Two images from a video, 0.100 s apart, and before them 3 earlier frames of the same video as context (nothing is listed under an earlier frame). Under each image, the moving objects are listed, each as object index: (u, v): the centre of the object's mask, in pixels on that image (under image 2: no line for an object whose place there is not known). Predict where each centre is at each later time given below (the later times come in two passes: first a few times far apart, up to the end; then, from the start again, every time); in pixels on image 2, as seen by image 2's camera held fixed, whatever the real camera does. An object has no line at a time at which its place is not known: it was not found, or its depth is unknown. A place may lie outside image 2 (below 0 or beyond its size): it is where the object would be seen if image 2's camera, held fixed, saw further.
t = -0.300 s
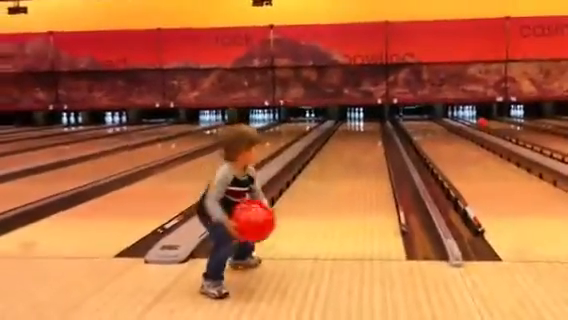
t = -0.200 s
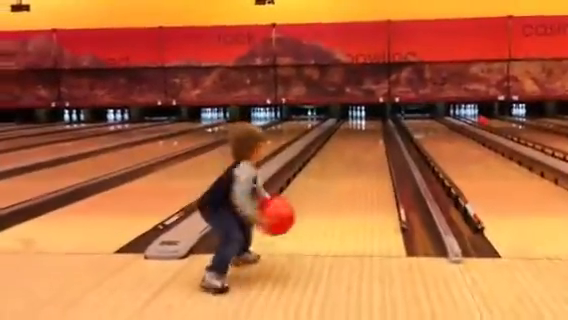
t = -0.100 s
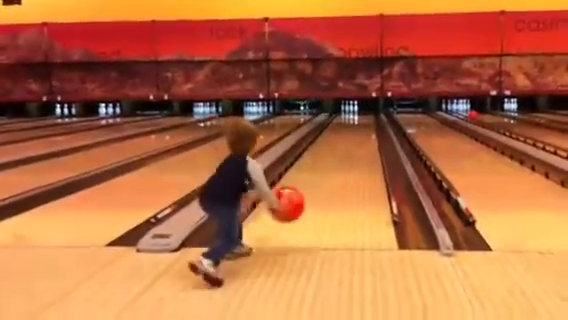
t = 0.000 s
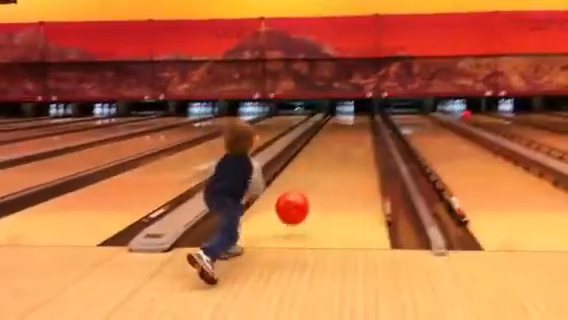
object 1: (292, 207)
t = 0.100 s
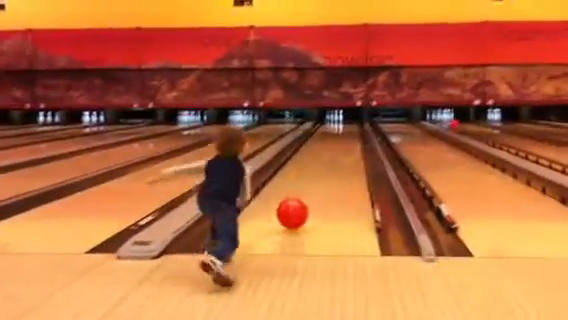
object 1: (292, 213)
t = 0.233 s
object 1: (303, 202)
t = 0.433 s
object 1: (317, 189)
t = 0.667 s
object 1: (329, 177)
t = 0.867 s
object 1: (337, 170)
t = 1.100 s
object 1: (345, 162)
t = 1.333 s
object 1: (351, 156)
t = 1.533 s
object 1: (355, 151)
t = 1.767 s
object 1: (355, 147)
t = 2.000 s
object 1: (352, 142)
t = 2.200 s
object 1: (351, 140)
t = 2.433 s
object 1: (350, 139)
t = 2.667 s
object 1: (347, 135)
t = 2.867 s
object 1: (346, 134)
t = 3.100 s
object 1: (344, 132)
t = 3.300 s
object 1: (342, 131)
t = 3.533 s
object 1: (342, 128)
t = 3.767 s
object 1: (341, 127)
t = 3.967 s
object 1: (341, 126)
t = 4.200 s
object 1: (340, 126)
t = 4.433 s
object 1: (340, 125)
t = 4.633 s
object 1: (340, 124)
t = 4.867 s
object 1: (339, 122)
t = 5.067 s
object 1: (338, 122)
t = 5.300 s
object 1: (339, 121)
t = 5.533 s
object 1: (339, 121)
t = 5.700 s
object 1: (338, 120)
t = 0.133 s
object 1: (295, 210)
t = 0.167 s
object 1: (298, 209)
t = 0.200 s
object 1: (300, 206)
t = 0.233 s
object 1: (303, 202)
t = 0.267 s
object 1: (306, 201)
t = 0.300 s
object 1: (309, 198)
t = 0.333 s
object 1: (310, 196)
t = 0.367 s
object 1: (313, 194)
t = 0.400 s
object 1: (315, 191)
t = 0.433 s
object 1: (317, 189)
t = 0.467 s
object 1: (318, 188)
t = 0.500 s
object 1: (320, 186)
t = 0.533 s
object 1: (322, 184)
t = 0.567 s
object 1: (324, 182)
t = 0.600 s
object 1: (325, 181)
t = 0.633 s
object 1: (327, 179)
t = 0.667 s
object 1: (329, 177)
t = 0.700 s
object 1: (331, 176)
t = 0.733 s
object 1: (332, 175)
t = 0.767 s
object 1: (333, 174)
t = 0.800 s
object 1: (334, 173)
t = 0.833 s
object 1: (336, 171)
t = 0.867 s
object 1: (337, 170)
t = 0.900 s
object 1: (338, 169)
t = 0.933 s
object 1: (340, 168)
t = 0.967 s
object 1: (341, 167)
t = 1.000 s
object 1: (342, 166)
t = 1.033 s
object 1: (343, 165)
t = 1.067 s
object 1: (344, 164)
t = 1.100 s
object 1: (345, 162)
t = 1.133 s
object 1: (346, 161)
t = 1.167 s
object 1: (347, 160)
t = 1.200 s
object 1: (348, 159)
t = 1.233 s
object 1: (349, 158)
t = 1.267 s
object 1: (350, 157)
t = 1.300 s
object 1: (350, 157)
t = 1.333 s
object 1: (351, 156)
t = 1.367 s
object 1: (351, 155)
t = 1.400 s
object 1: (353, 154)
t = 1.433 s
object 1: (353, 154)
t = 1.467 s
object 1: (353, 153)
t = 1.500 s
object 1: (354, 152)
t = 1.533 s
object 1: (355, 151)
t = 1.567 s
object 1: (356, 151)
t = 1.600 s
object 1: (356, 151)
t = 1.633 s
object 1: (356, 149)
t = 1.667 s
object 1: (356, 149)
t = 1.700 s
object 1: (355, 148)
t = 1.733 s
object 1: (355, 147)
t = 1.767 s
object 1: (355, 147)
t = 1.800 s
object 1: (355, 146)
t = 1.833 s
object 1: (355, 146)
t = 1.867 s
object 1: (354, 145)
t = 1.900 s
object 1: (354, 145)
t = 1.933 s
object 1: (354, 145)
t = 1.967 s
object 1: (353, 145)
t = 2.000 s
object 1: (352, 142)
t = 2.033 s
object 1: (352, 143)
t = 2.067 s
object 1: (352, 142)
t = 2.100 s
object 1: (352, 141)
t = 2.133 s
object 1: (351, 141)
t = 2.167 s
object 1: (351, 140)
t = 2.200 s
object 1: (351, 140)
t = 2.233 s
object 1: (350, 140)
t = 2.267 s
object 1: (351, 140)
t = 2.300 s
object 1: (351, 140)
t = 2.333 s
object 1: (350, 139)
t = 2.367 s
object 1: (350, 139)
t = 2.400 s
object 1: (350, 139)
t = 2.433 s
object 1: (350, 139)
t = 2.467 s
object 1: (349, 139)
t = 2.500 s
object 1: (349, 138)
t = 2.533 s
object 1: (349, 138)
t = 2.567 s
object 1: (349, 137)
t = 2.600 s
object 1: (349, 137)
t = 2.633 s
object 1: (349, 137)
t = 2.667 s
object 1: (347, 135)
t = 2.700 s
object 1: (347, 135)
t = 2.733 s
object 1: (347, 135)
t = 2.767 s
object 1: (347, 135)
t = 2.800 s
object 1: (346, 135)
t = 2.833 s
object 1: (346, 134)
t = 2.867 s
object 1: (346, 134)
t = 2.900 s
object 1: (345, 134)
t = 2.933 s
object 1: (346, 134)
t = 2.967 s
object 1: (345, 133)
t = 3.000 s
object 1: (344, 133)
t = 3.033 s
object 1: (344, 133)
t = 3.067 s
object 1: (344, 133)
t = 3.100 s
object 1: (344, 132)
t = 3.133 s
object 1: (344, 132)
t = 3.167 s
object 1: (343, 132)
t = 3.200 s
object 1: (343, 131)
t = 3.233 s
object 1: (343, 130)
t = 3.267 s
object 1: (342, 130)
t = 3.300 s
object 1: (342, 131)
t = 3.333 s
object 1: (342, 130)
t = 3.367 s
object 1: (342, 131)
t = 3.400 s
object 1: (342, 130)
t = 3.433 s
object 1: (342, 130)
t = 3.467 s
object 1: (342, 129)
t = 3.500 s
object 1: (342, 129)
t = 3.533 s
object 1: (342, 128)
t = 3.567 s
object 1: (342, 128)
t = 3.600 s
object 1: (342, 128)
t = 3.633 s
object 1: (342, 129)
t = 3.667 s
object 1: (342, 128)
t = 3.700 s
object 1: (341, 128)
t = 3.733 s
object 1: (341, 128)
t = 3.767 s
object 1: (341, 127)
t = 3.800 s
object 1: (341, 127)
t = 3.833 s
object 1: (341, 127)
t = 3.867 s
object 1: (341, 126)
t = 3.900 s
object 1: (341, 127)
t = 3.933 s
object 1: (341, 126)
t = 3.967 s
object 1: (341, 126)
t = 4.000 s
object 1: (341, 126)
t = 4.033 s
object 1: (341, 126)
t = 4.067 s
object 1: (340, 126)
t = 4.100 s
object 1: (340, 126)
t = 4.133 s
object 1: (340, 126)
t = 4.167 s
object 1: (340, 126)
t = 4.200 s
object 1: (340, 126)
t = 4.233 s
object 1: (340, 125)
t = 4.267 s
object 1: (340, 125)
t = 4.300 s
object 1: (340, 125)
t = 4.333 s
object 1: (340, 125)
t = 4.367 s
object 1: (340, 125)
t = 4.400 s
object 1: (340, 125)
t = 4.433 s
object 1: (340, 125)
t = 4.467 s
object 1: (340, 124)
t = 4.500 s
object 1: (340, 124)
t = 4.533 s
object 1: (340, 124)
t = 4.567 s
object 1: (340, 124)
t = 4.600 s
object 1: (339, 124)
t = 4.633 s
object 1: (340, 124)
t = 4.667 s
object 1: (340, 123)
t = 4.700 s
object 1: (339, 123)
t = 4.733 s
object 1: (339, 123)
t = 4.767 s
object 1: (339, 123)
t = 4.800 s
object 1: (339, 122)
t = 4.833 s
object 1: (339, 123)
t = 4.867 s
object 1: (339, 122)
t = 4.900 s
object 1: (339, 122)
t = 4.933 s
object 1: (339, 122)
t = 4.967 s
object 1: (339, 122)
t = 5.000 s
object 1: (339, 122)
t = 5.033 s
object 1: (339, 122)
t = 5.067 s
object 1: (338, 122)
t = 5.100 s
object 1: (338, 121)
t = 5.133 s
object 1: (339, 121)
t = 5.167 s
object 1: (339, 122)
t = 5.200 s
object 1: (338, 122)
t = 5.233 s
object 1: (339, 122)
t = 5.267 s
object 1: (339, 121)
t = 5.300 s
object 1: (339, 121)
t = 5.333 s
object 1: (339, 121)
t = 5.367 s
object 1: (339, 121)
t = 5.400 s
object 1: (338, 121)
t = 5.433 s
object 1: (339, 121)
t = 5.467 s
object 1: (338, 121)
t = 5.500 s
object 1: (338, 121)
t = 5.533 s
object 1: (339, 121)
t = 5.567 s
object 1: (338, 121)
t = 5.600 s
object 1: (338, 120)
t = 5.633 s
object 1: (338, 120)
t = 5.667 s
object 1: (338, 120)
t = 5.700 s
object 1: (338, 120)
